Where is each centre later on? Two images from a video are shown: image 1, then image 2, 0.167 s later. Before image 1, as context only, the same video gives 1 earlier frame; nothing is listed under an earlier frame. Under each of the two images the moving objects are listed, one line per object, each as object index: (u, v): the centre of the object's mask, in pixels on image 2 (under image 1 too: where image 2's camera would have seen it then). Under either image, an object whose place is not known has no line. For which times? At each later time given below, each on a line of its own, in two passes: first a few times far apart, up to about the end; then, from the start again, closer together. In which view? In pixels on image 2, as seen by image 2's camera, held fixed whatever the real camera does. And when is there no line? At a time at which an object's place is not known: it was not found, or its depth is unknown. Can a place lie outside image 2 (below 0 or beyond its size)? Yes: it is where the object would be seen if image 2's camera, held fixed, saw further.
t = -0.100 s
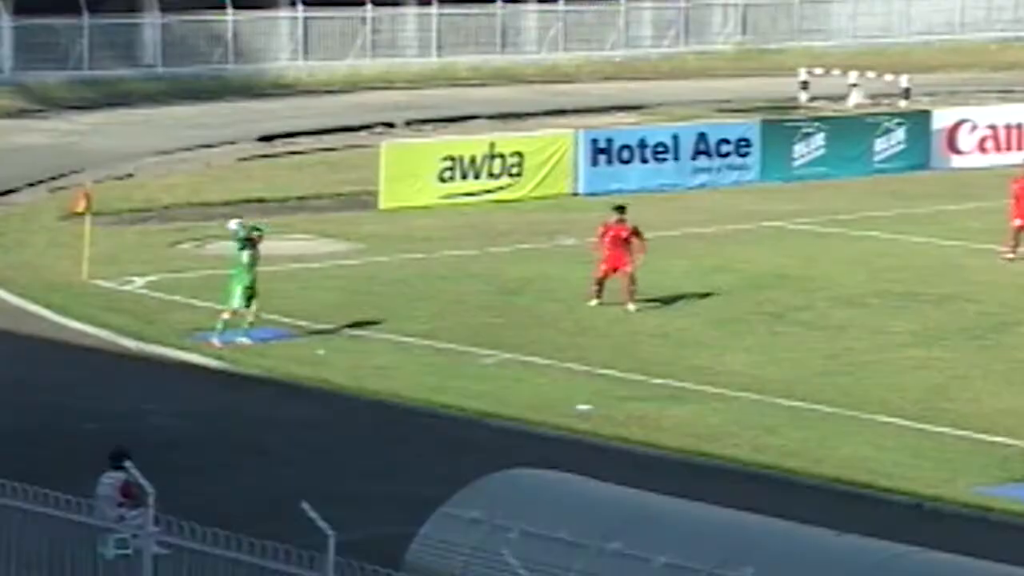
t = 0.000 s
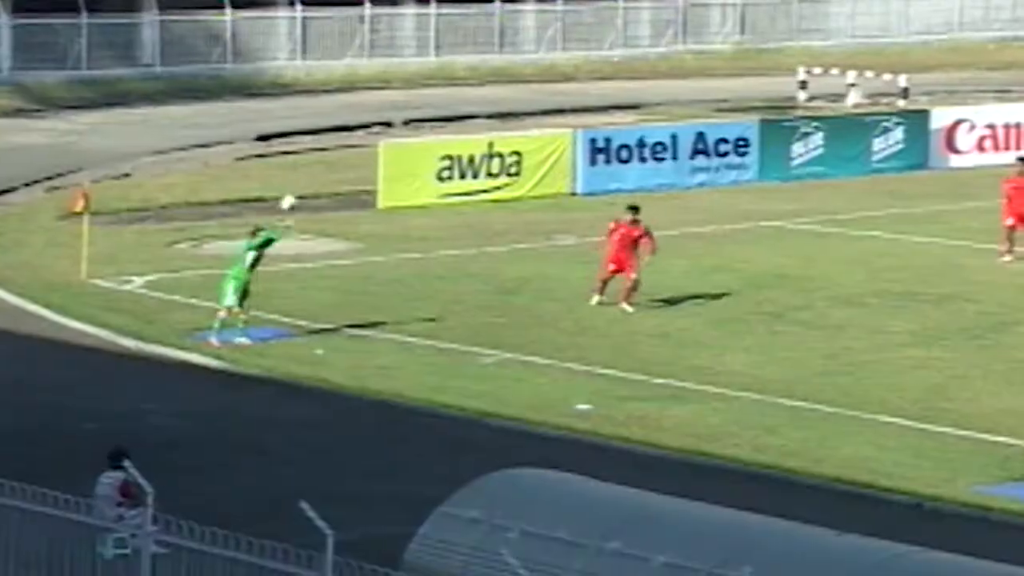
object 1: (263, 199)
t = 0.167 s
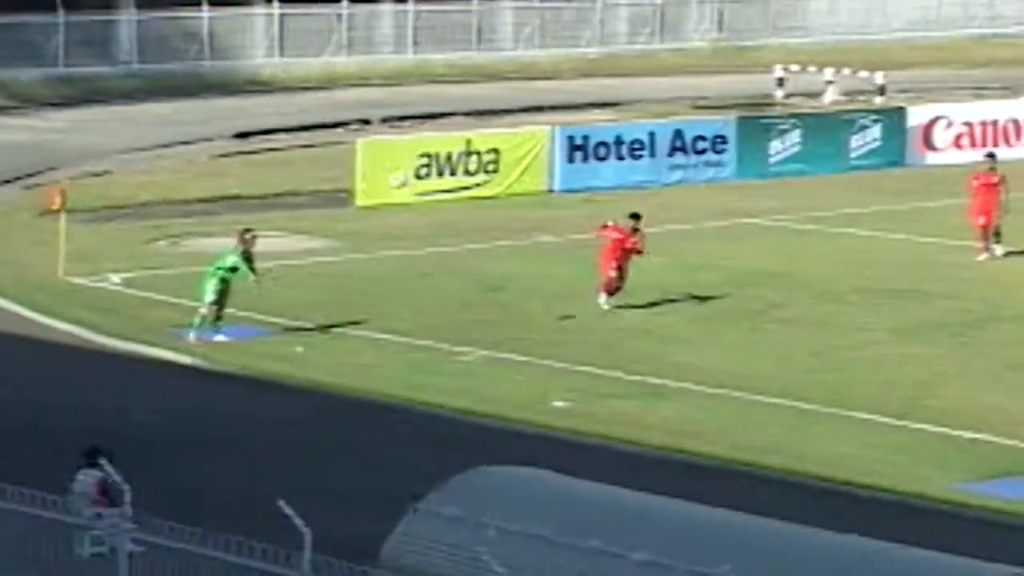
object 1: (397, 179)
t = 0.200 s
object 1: (423, 176)
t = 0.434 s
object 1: (609, 188)
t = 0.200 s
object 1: (423, 176)
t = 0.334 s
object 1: (530, 179)
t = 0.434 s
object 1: (609, 188)
